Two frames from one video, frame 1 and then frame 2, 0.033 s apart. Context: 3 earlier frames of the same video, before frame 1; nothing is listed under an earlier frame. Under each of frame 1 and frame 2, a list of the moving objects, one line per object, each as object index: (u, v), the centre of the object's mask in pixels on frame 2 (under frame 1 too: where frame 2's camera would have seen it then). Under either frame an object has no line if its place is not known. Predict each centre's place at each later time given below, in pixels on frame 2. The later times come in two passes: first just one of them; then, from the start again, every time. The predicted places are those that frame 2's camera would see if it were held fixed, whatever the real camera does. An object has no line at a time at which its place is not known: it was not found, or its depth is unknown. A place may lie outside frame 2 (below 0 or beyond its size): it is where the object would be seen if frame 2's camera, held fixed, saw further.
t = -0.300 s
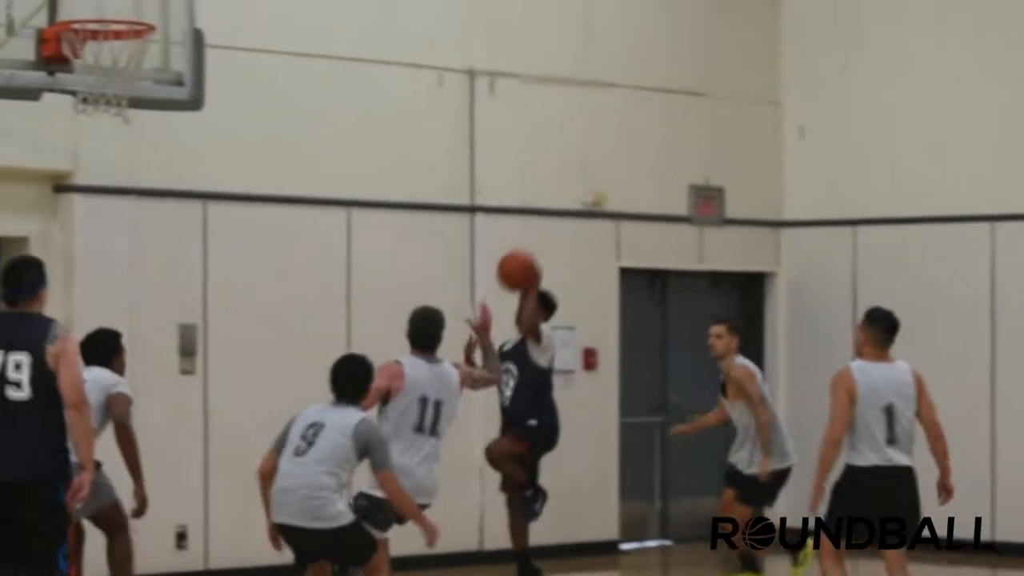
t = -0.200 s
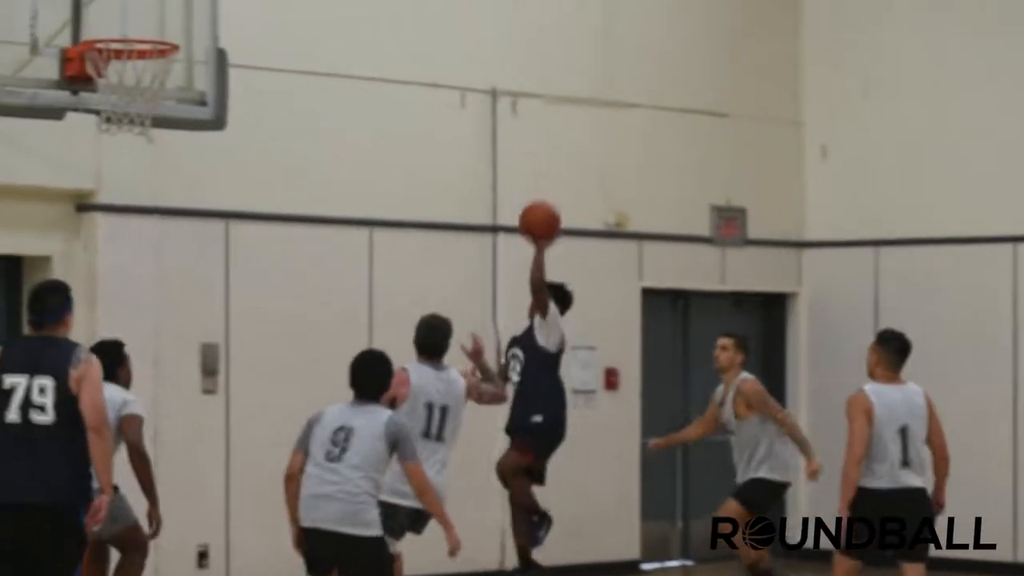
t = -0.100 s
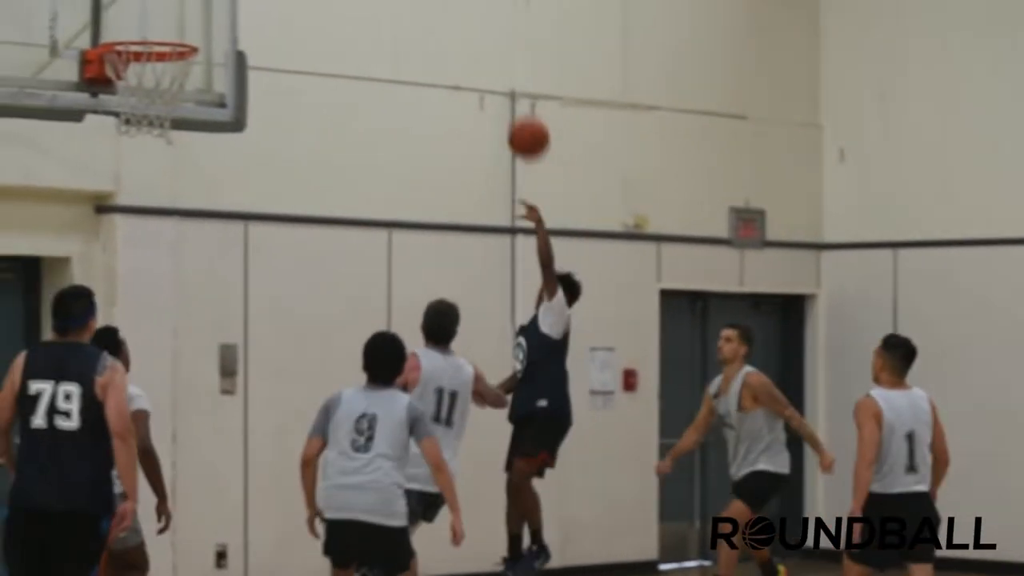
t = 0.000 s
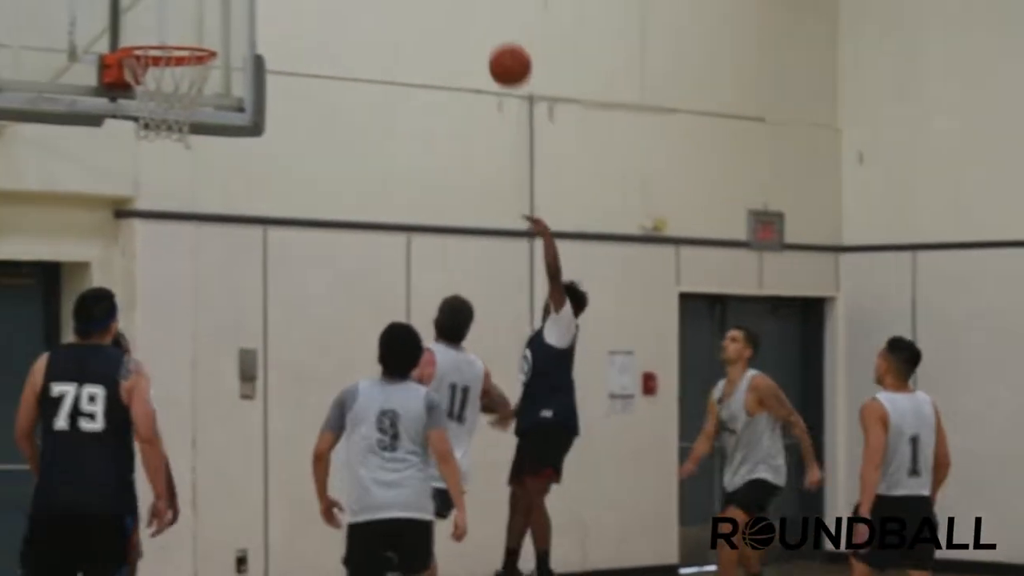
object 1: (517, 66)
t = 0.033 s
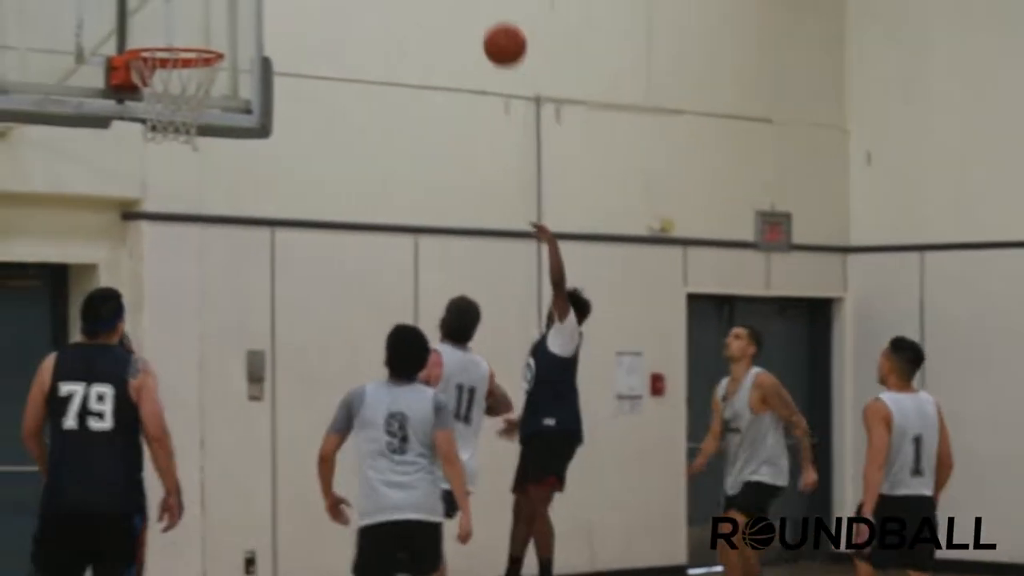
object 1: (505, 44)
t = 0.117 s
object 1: (471, 4)
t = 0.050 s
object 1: (498, 35)
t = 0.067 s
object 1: (491, 24)
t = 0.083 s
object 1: (484, 17)
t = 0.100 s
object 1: (477, 10)
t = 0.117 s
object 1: (471, 4)
